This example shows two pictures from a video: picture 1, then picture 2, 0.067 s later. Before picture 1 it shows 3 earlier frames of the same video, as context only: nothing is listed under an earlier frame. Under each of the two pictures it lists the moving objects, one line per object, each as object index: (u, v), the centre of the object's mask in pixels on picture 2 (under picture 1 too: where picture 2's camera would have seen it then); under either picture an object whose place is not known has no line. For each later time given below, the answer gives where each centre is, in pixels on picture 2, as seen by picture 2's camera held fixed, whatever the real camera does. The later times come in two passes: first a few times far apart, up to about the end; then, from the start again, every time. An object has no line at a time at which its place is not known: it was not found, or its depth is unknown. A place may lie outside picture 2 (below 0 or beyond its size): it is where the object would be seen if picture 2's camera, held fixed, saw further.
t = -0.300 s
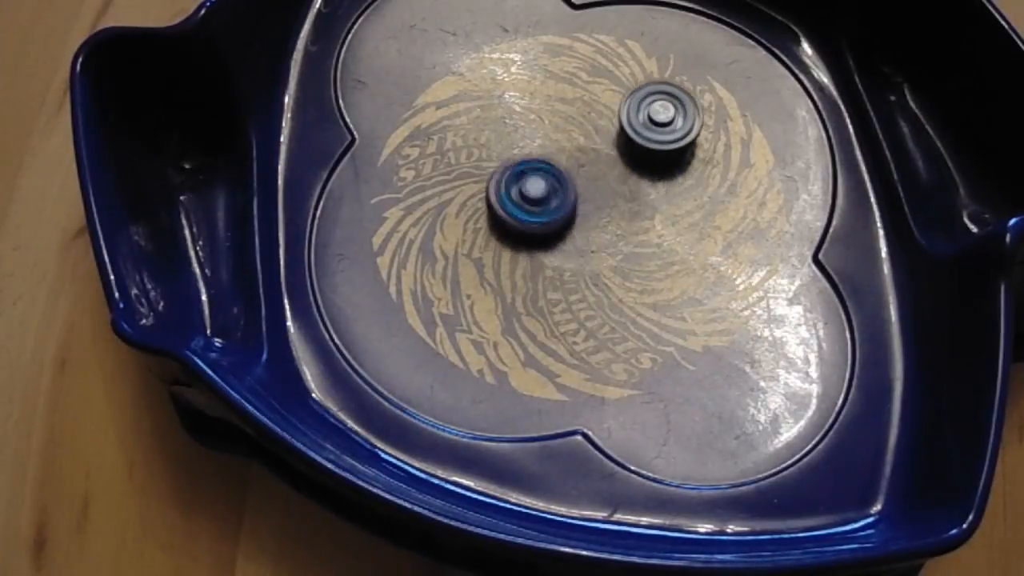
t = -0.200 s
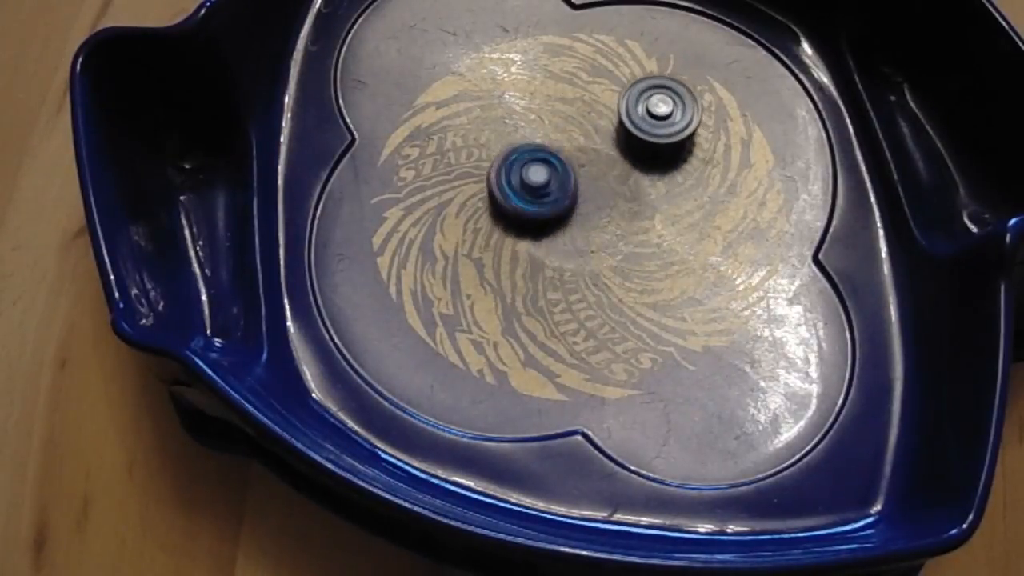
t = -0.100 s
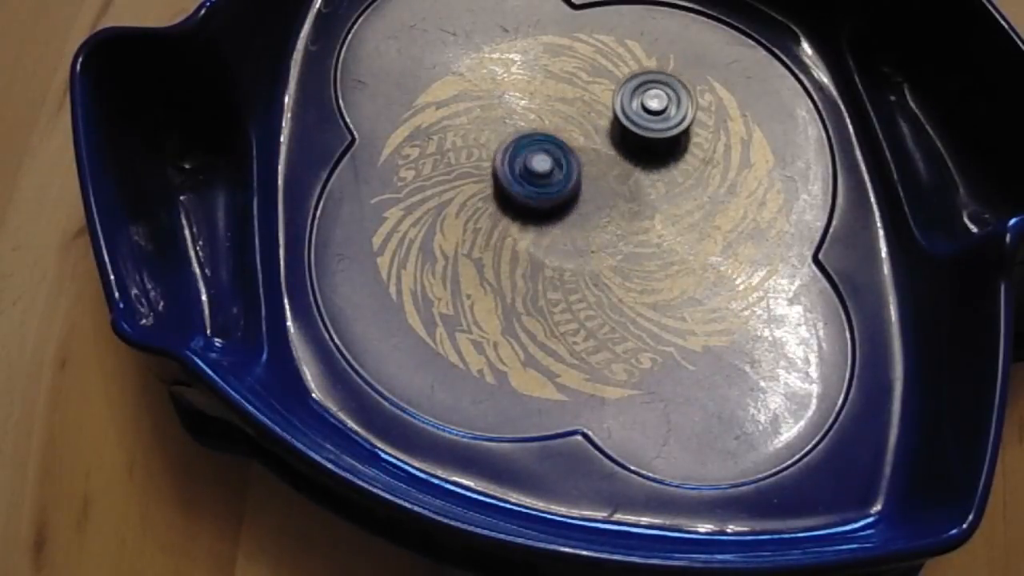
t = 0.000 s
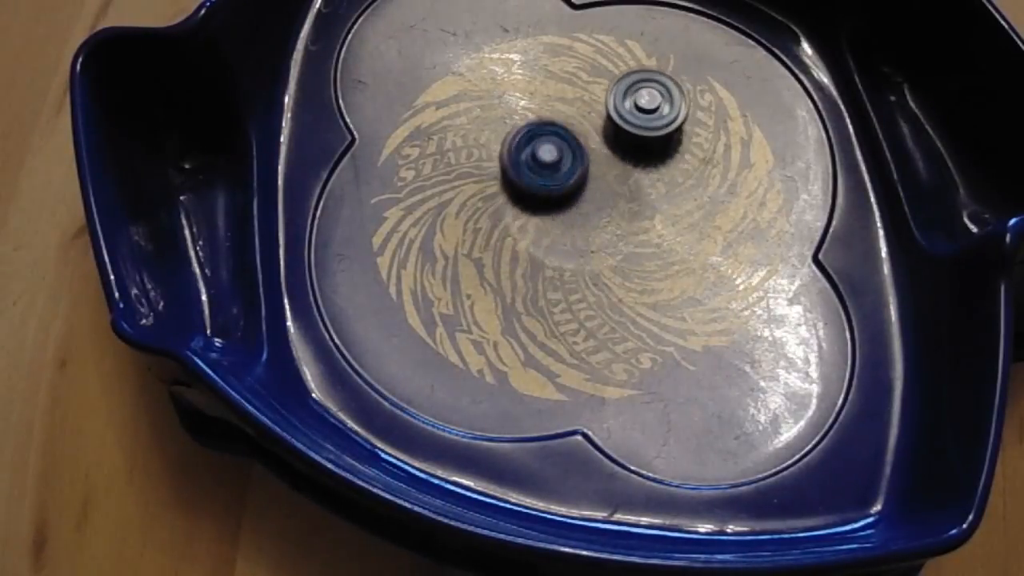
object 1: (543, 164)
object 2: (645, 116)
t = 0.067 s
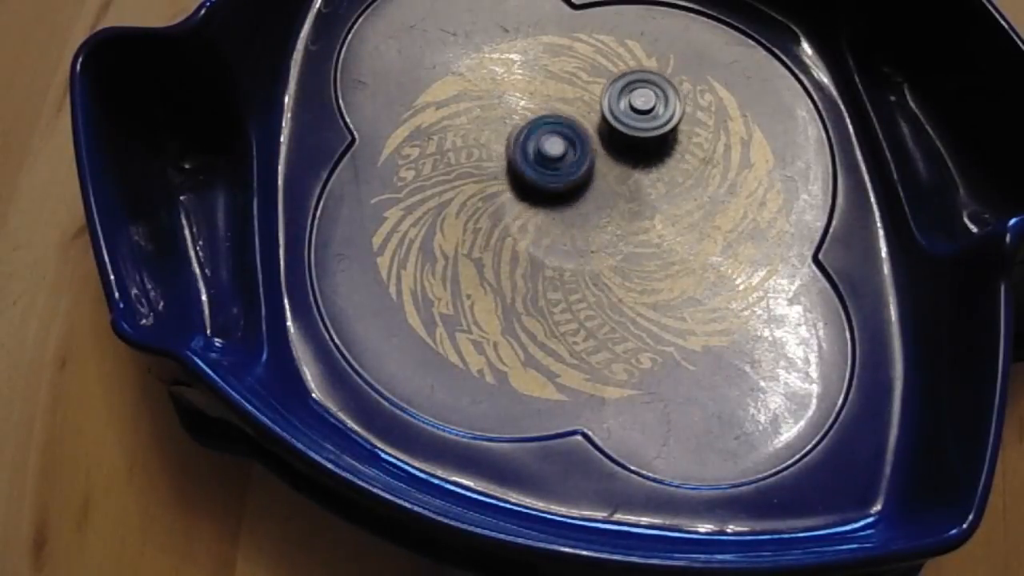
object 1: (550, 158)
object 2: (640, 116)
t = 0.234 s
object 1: (561, 148)
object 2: (642, 118)
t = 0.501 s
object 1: (551, 155)
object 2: (687, 115)
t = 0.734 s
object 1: (568, 178)
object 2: (708, 117)
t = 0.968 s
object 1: (592, 199)
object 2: (707, 129)
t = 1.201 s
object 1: (612, 216)
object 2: (692, 155)
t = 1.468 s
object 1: (599, 234)
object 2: (695, 182)
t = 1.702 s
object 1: (572, 235)
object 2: (696, 202)
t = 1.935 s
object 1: (551, 221)
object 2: (693, 222)
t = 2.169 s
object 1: (545, 200)
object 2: (685, 235)
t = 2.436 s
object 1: (560, 180)
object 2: (661, 247)
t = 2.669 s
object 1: (584, 173)
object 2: (635, 260)
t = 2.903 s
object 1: (608, 178)
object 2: (611, 269)
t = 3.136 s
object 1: (619, 192)
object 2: (589, 274)
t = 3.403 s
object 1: (633, 201)
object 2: (527, 311)
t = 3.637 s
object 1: (614, 208)
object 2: (494, 330)
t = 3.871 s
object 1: (588, 202)
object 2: (469, 333)
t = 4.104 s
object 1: (574, 185)
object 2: (464, 313)
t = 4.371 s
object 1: (568, 172)
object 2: (477, 270)
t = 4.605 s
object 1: (574, 171)
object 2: (499, 233)
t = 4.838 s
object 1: (600, 180)
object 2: (495, 211)
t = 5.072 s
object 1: (606, 180)
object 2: (500, 190)
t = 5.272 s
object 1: (610, 176)
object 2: (513, 179)
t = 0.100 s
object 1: (554, 155)
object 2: (638, 117)
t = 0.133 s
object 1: (557, 153)
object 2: (636, 118)
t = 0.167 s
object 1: (558, 152)
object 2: (638, 118)
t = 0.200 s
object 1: (559, 150)
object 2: (640, 118)
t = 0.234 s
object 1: (561, 148)
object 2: (642, 118)
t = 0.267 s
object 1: (563, 146)
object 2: (644, 119)
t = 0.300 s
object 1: (559, 146)
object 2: (656, 118)
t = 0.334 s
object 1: (555, 147)
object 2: (663, 117)
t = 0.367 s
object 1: (554, 147)
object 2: (669, 116)
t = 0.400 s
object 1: (553, 148)
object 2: (674, 116)
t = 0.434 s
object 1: (552, 150)
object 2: (678, 116)
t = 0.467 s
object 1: (552, 151)
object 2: (682, 116)
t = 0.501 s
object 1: (551, 155)
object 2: (687, 115)
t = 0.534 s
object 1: (552, 158)
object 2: (691, 116)
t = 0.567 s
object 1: (553, 161)
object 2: (695, 116)
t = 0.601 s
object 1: (556, 165)
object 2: (698, 116)
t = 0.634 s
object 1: (558, 169)
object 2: (702, 116)
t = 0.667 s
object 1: (561, 172)
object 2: (705, 116)
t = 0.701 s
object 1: (565, 175)
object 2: (707, 117)
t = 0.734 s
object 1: (568, 178)
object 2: (708, 117)
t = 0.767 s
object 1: (571, 182)
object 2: (710, 118)
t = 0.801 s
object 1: (575, 184)
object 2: (710, 119)
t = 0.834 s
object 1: (578, 187)
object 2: (711, 120)
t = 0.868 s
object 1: (582, 190)
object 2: (711, 122)
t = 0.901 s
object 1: (586, 193)
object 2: (710, 124)
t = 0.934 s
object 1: (589, 196)
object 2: (709, 126)
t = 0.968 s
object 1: (592, 199)
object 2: (707, 129)
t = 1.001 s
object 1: (596, 202)
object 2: (705, 132)
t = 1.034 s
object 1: (599, 204)
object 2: (704, 135)
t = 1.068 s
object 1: (601, 207)
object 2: (701, 138)
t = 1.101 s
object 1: (605, 209)
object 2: (699, 141)
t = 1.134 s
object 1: (607, 212)
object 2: (697, 145)
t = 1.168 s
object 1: (609, 214)
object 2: (695, 149)
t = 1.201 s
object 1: (612, 216)
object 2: (692, 155)
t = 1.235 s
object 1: (615, 217)
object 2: (690, 158)
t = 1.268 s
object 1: (616, 219)
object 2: (688, 162)
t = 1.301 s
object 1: (619, 220)
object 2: (687, 166)
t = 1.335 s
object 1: (618, 222)
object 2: (689, 170)
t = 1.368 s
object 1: (610, 227)
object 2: (691, 173)
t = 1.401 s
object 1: (606, 229)
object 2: (693, 177)
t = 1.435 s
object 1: (603, 232)
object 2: (694, 179)
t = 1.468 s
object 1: (599, 234)
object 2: (695, 182)
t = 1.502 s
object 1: (595, 234)
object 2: (696, 185)
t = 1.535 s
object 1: (592, 236)
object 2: (697, 188)
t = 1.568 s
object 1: (587, 236)
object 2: (697, 190)
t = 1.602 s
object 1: (583, 236)
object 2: (697, 193)
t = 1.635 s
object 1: (580, 236)
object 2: (697, 196)
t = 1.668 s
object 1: (577, 236)
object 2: (697, 199)
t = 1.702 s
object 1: (572, 235)
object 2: (696, 202)
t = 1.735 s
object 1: (568, 234)
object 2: (696, 204)
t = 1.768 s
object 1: (565, 232)
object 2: (695, 207)
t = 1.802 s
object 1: (561, 231)
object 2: (695, 211)
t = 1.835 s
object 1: (557, 228)
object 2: (695, 214)
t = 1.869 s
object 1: (556, 226)
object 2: (694, 216)
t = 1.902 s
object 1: (554, 224)
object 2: (693, 219)
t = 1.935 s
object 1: (551, 221)
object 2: (693, 222)
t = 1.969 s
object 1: (548, 218)
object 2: (692, 225)
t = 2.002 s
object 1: (547, 216)
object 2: (692, 227)
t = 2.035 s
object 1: (547, 213)
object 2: (691, 228)
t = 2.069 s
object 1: (545, 209)
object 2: (689, 231)
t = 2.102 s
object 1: (545, 205)
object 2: (688, 232)
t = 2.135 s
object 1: (545, 203)
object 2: (686, 234)
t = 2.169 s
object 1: (545, 200)
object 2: (685, 235)
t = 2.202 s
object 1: (546, 196)
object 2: (682, 237)
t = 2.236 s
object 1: (547, 193)
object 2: (680, 238)
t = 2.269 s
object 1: (549, 191)
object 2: (677, 240)
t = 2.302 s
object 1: (551, 189)
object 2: (674, 241)
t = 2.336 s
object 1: (553, 184)
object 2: (671, 243)
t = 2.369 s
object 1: (555, 182)
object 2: (668, 244)
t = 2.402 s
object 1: (558, 181)
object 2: (665, 246)
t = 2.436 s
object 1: (560, 180)
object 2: (661, 247)
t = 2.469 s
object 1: (565, 176)
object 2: (657, 249)
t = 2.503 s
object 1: (568, 175)
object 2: (654, 251)
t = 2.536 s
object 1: (571, 174)
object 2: (649, 253)
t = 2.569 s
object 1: (573, 175)
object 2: (645, 255)
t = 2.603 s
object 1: (578, 173)
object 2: (642, 257)
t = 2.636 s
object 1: (582, 172)
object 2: (639, 258)
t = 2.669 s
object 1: (584, 173)
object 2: (635, 260)
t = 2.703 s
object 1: (587, 173)
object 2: (631, 262)
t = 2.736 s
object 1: (592, 173)
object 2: (628, 263)
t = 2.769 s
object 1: (596, 173)
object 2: (625, 264)
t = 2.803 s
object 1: (598, 175)
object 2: (622, 265)
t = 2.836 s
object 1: (601, 176)
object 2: (618, 267)
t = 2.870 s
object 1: (606, 175)
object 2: (615, 268)
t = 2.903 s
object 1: (608, 178)
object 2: (611, 269)
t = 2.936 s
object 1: (608, 180)
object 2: (608, 270)
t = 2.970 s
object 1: (611, 182)
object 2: (605, 271)
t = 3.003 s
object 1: (615, 183)
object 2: (602, 272)
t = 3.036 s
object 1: (616, 186)
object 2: (599, 272)
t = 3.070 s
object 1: (616, 188)
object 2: (595, 272)
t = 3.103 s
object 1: (617, 190)
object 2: (592, 273)
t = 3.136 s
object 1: (619, 192)
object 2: (589, 274)
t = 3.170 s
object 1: (621, 194)
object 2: (584, 275)
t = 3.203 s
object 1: (622, 195)
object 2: (571, 285)
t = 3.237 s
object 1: (627, 192)
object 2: (560, 292)
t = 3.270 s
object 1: (629, 193)
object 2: (551, 296)
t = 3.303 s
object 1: (631, 192)
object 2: (544, 299)
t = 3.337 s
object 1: (632, 196)
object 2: (539, 303)
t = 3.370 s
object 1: (632, 199)
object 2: (533, 307)
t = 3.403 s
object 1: (633, 201)
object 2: (527, 311)
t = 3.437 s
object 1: (632, 202)
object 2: (522, 315)
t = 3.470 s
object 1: (630, 205)
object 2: (518, 319)
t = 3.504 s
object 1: (628, 207)
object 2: (513, 320)
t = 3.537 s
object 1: (625, 206)
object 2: (508, 323)
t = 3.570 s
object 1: (622, 207)
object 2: (503, 326)
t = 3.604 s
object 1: (619, 208)
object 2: (499, 328)
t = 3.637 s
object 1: (614, 208)
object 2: (494, 330)
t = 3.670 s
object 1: (609, 208)
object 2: (489, 333)
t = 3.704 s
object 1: (605, 207)
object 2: (486, 333)
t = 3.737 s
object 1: (602, 207)
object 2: (482, 333)
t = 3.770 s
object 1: (599, 207)
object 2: (478, 334)
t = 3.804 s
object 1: (595, 205)
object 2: (475, 334)
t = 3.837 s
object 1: (591, 204)
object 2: (472, 334)
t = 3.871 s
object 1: (588, 202)
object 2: (469, 333)
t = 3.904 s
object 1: (585, 200)
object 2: (467, 332)
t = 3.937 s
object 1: (582, 199)
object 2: (465, 329)
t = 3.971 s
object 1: (580, 196)
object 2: (464, 327)
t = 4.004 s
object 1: (577, 194)
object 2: (463, 324)
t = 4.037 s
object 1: (576, 191)
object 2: (463, 320)
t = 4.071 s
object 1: (576, 188)
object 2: (463, 317)
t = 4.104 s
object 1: (574, 185)
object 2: (464, 313)
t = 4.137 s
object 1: (572, 183)
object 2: (465, 307)
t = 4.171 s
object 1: (570, 181)
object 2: (467, 303)
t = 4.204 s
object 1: (568, 179)
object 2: (469, 298)
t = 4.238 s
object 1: (569, 177)
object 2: (470, 293)
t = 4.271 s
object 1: (568, 175)
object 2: (472, 287)
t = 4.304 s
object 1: (568, 174)
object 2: (474, 282)
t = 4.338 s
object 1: (568, 172)
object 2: (475, 276)
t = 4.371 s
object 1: (568, 172)
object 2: (477, 270)
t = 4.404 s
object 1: (568, 170)
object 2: (480, 266)
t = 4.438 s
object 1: (570, 169)
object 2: (483, 260)
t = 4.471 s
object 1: (571, 169)
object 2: (485, 255)
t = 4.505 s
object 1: (572, 169)
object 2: (488, 248)
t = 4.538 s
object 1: (572, 171)
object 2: (491, 243)
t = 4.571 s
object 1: (573, 171)
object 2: (494, 238)
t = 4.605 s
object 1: (574, 171)
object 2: (499, 233)
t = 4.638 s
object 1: (577, 172)
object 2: (503, 228)
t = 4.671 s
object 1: (578, 172)
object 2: (507, 223)
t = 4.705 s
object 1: (581, 173)
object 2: (509, 219)
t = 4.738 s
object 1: (585, 177)
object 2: (501, 219)
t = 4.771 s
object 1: (592, 179)
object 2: (496, 217)
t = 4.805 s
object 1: (597, 181)
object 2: (495, 214)
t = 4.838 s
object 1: (600, 180)
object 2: (495, 211)
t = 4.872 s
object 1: (604, 181)
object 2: (495, 208)
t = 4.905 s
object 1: (605, 180)
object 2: (495, 205)
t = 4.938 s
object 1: (606, 180)
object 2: (496, 201)
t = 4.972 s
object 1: (607, 180)
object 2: (496, 198)
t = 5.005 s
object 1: (607, 180)
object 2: (497, 195)
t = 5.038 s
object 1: (607, 181)
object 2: (498, 192)
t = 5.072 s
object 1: (606, 180)
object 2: (500, 190)
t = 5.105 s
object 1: (606, 175)
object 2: (501, 187)
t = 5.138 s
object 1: (606, 177)
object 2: (502, 185)
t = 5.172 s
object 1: (607, 177)
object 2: (505, 183)
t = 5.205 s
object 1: (608, 176)
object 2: (507, 181)
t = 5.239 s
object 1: (609, 177)
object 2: (510, 180)
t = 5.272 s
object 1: (610, 176)
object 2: (513, 179)
